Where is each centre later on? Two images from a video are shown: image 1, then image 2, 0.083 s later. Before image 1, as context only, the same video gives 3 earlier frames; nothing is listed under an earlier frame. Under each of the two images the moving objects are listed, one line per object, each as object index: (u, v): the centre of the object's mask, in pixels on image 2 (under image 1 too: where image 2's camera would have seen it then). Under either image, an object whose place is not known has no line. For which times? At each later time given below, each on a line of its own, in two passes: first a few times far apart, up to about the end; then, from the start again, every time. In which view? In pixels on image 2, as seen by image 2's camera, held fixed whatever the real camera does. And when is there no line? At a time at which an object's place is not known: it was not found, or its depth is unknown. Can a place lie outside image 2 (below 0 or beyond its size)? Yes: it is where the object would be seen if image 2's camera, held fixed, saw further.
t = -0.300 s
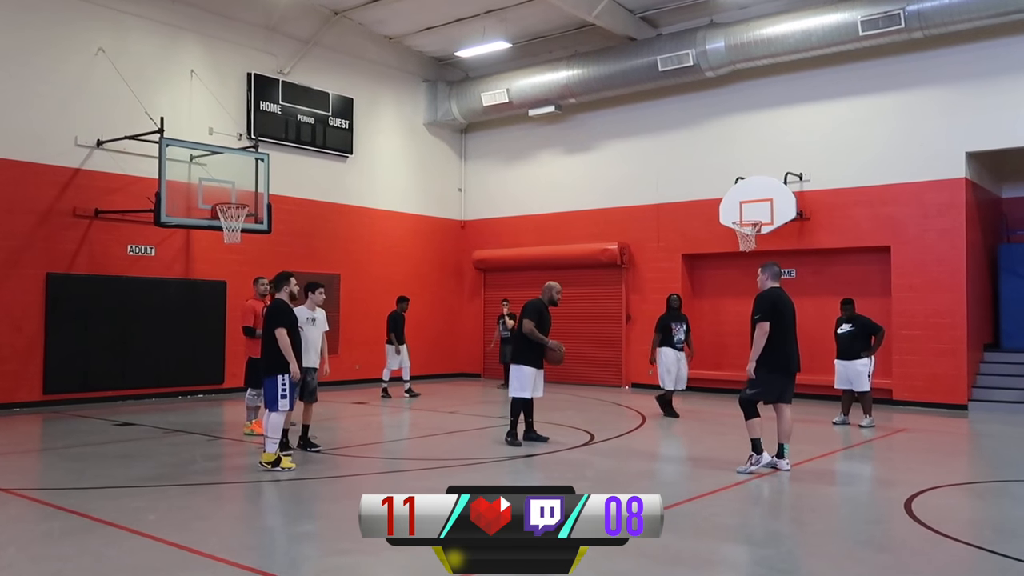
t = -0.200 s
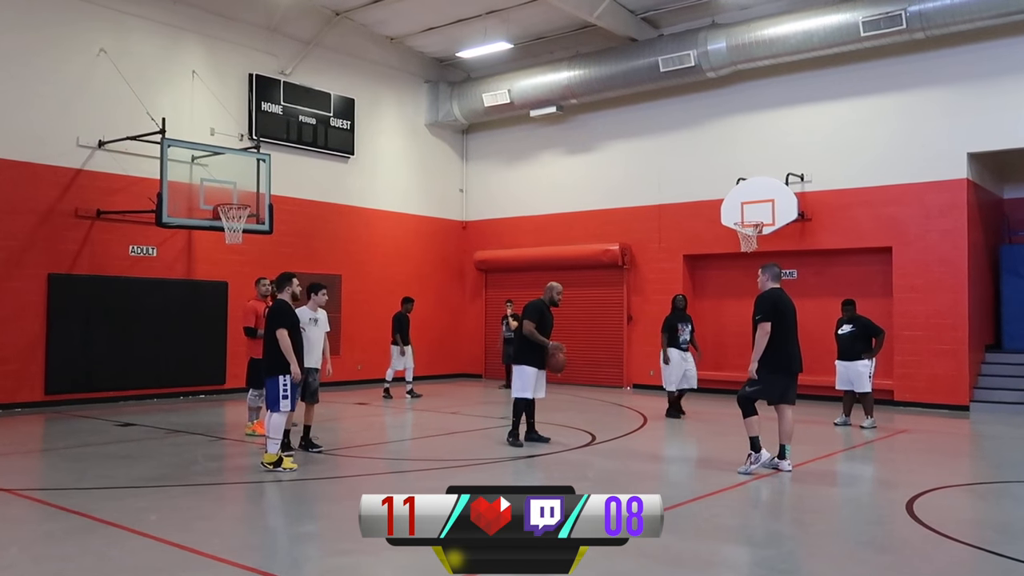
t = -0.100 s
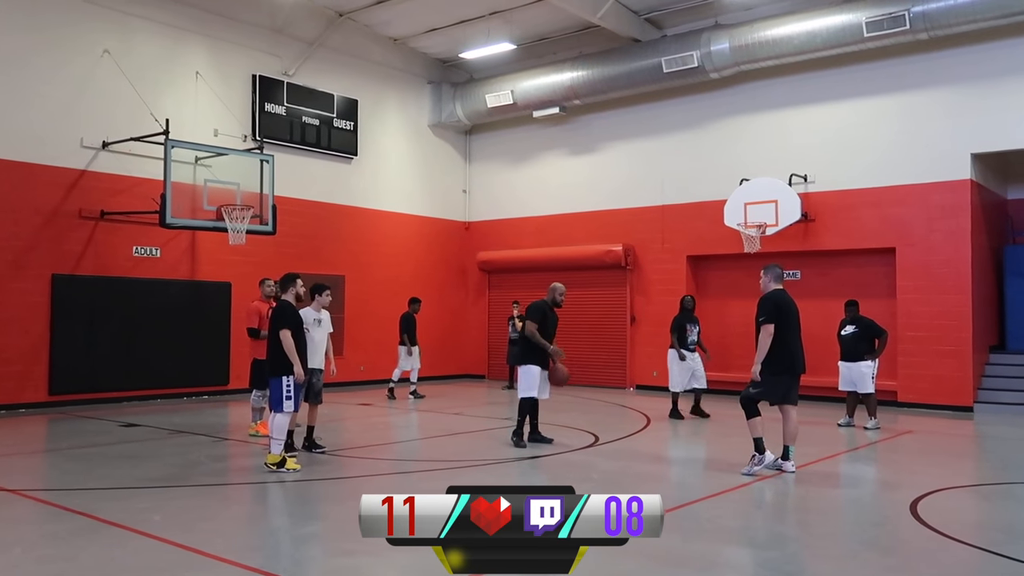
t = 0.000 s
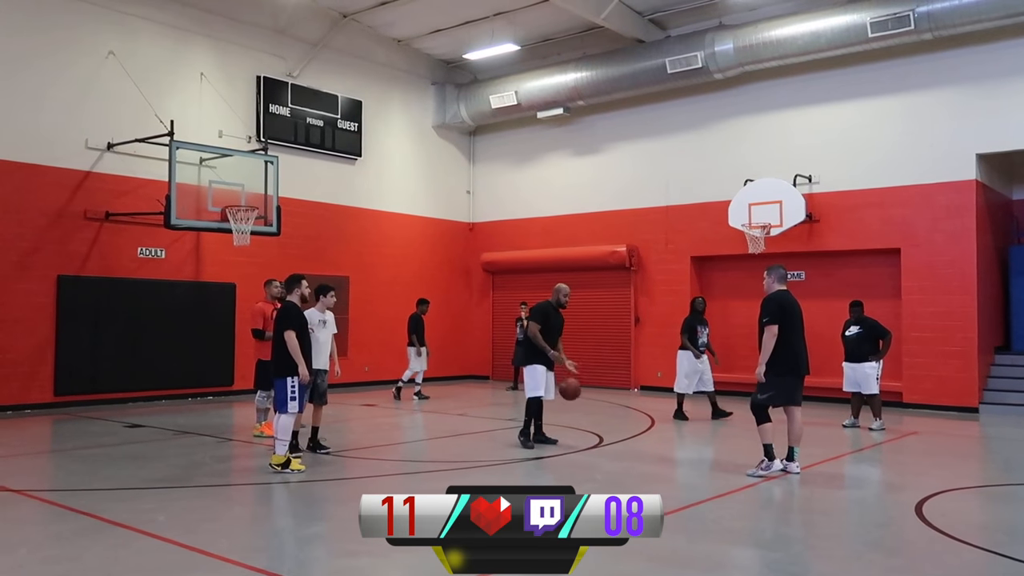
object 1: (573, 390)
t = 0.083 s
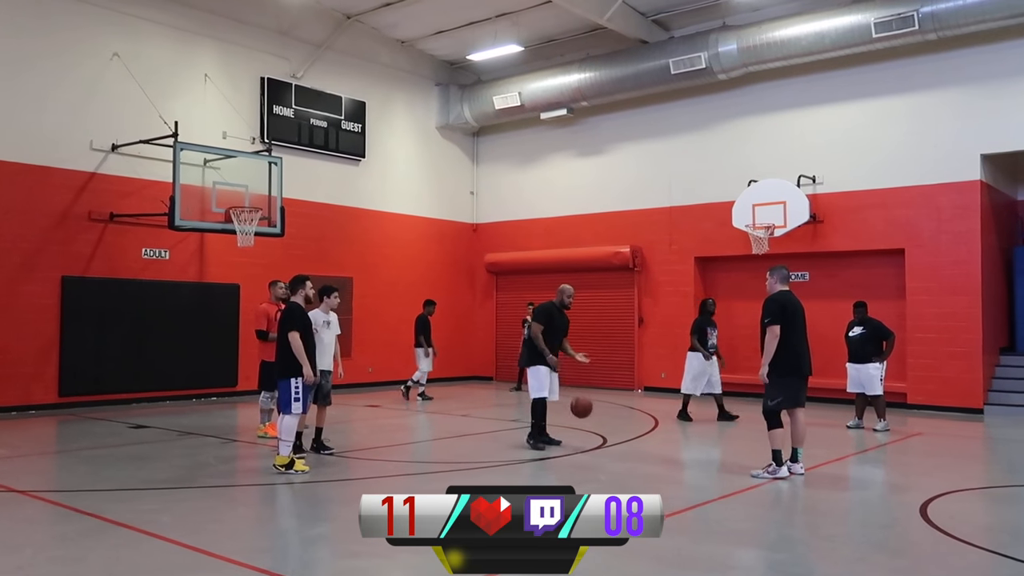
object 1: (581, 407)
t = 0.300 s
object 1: (603, 421)
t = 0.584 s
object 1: (632, 407)
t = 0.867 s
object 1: (664, 448)
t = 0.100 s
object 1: (583, 411)
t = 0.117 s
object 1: (584, 415)
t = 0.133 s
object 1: (586, 420)
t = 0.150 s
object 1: (588, 425)
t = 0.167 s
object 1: (589, 430)
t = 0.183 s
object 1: (591, 436)
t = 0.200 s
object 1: (593, 442)
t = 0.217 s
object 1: (595, 439)
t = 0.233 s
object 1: (596, 435)
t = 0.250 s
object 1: (598, 431)
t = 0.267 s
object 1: (600, 428)
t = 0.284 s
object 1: (601, 424)
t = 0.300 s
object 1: (603, 421)
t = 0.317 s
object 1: (604, 418)
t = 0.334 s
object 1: (606, 415)
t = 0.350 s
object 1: (608, 413)
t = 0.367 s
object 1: (609, 411)
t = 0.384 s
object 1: (611, 410)
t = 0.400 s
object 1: (612, 408)
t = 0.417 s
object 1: (614, 407)
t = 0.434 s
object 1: (616, 405)
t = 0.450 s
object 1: (618, 404)
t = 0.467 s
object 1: (619, 404)
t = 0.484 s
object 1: (621, 403)
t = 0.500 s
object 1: (623, 403)
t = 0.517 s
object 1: (624, 404)
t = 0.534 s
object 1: (626, 404)
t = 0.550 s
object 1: (628, 405)
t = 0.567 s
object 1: (630, 406)
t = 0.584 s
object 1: (632, 407)
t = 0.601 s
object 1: (634, 408)
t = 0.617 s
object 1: (635, 410)
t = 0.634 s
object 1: (637, 413)
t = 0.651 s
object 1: (639, 415)
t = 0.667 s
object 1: (641, 418)
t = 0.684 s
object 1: (644, 421)
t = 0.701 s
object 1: (645, 424)
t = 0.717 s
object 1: (647, 428)
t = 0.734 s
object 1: (649, 432)
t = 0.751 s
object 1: (651, 437)
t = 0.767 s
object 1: (653, 442)
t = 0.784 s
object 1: (654, 447)
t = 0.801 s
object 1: (657, 453)
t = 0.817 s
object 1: (658, 458)
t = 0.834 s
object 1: (660, 455)
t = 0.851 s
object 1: (662, 452)
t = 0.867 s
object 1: (664, 448)
